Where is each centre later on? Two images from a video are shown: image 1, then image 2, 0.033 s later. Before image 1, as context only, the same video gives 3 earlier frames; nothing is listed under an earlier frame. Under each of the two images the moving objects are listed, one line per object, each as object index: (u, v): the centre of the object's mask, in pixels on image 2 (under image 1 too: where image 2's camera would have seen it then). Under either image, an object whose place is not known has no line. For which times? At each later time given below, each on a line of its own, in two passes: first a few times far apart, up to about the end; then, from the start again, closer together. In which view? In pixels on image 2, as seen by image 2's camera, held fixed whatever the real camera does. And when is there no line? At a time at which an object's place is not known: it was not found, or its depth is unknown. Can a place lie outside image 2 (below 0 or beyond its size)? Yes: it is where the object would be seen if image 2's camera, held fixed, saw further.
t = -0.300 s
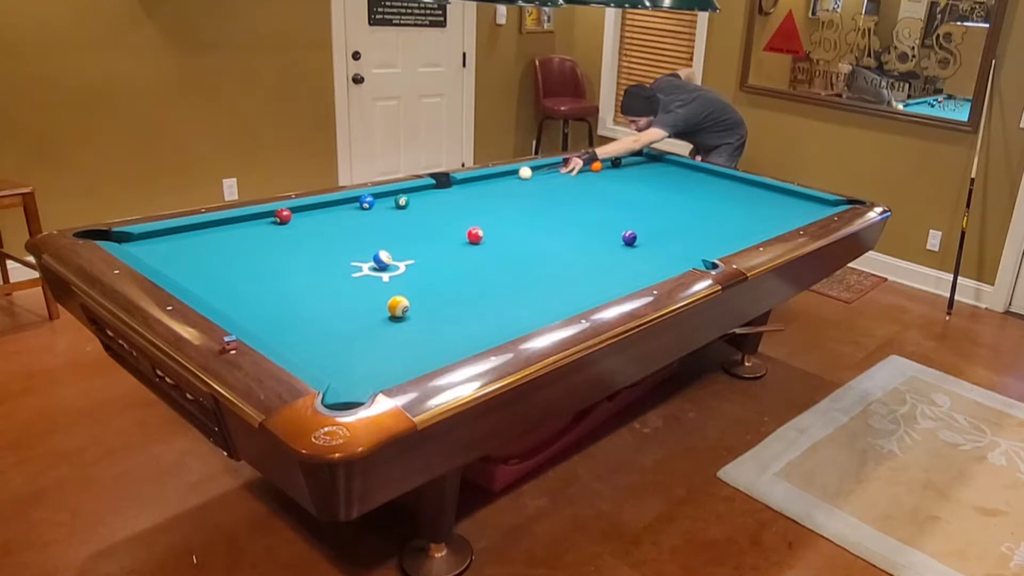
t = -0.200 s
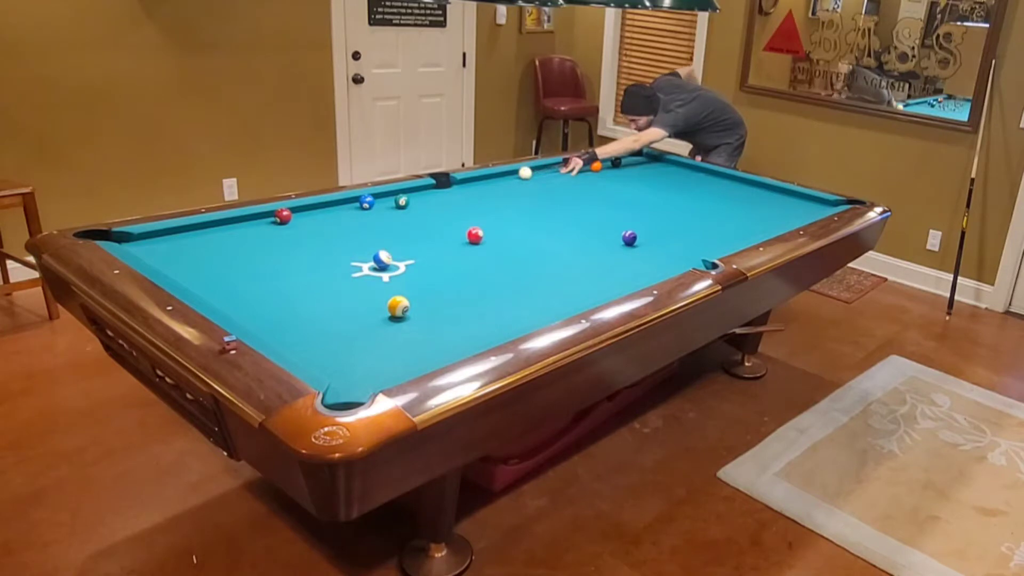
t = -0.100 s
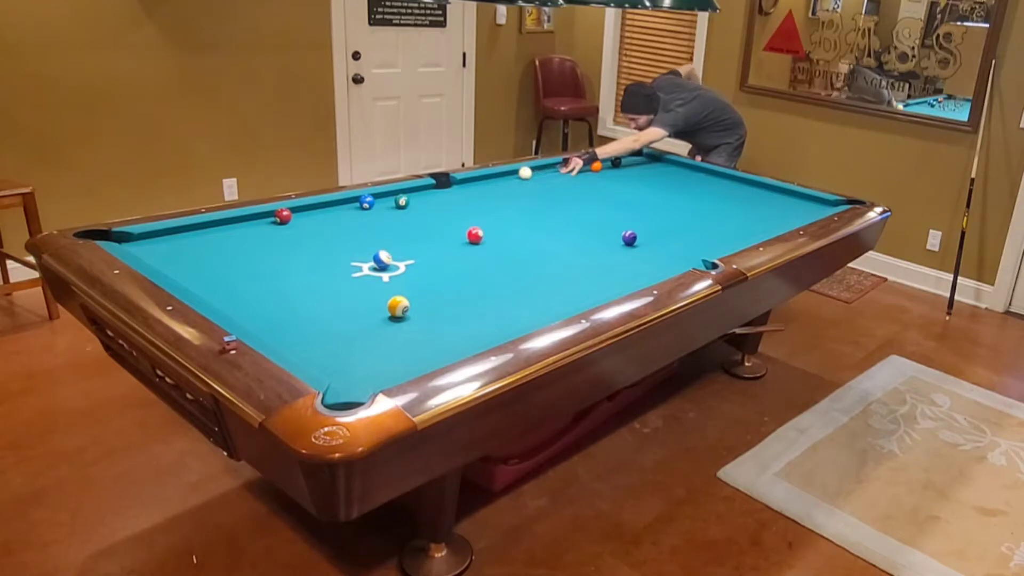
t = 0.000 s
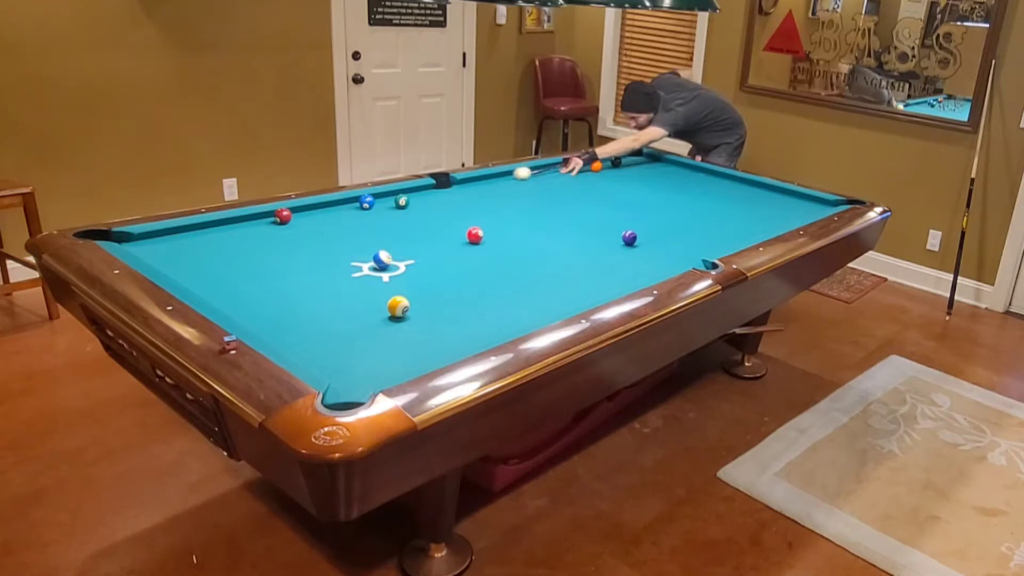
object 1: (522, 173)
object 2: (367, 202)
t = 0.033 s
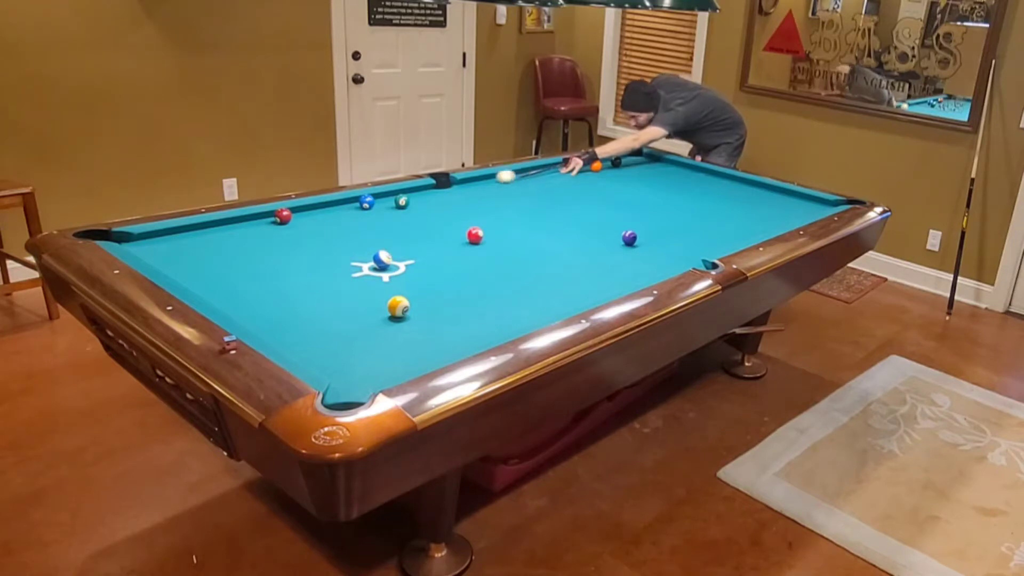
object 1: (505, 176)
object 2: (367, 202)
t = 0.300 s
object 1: (380, 200)
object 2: (347, 205)
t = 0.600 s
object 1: (381, 200)
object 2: (289, 215)
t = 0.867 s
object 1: (381, 201)
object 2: (276, 217)
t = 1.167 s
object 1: (381, 201)
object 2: (263, 218)
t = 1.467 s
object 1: (381, 201)
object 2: (251, 220)
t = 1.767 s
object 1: (381, 201)
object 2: (241, 221)
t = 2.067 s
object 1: (381, 201)
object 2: (235, 221)
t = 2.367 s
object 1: (381, 201)
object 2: (233, 222)
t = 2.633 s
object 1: (381, 201)
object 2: (231, 222)
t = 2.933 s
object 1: (381, 201)
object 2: (230, 222)
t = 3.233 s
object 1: (381, 201)
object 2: (230, 222)
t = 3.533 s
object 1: (381, 201)
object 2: (231, 222)
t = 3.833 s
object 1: (381, 201)
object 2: (231, 222)
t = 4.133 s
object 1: (381, 201)
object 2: (231, 222)
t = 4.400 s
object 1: (381, 201)
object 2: (231, 222)
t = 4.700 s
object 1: (381, 201)
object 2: (231, 222)
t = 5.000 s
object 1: (381, 201)
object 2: (231, 222)
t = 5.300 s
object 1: (381, 201)
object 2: (231, 222)
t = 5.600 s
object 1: (381, 201)
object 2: (231, 222)
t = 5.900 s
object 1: (381, 201)
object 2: (231, 222)
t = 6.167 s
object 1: (381, 201)
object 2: (231, 222)
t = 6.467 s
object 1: (381, 201)
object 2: (231, 222)
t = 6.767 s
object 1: (381, 201)
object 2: (231, 222)
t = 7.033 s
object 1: (381, 201)
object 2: (231, 222)
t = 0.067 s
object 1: (488, 179)
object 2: (367, 202)
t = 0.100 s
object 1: (470, 183)
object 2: (367, 202)
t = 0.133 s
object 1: (453, 186)
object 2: (367, 202)
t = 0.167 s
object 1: (434, 189)
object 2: (367, 202)
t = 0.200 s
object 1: (417, 192)
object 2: (367, 202)
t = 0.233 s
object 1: (397, 194)
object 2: (367, 202)
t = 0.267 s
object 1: (382, 199)
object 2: (366, 202)
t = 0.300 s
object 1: (380, 200)
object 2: (347, 205)
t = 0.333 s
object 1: (380, 200)
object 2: (329, 208)
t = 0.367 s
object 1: (381, 200)
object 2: (310, 212)
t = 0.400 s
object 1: (381, 200)
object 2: (297, 213)
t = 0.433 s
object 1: (381, 200)
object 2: (297, 213)
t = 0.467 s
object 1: (381, 200)
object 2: (296, 214)
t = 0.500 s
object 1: (381, 200)
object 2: (294, 214)
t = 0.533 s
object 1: (381, 200)
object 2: (292, 214)
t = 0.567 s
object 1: (381, 200)
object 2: (290, 214)
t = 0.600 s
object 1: (381, 200)
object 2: (289, 215)
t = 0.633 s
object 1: (381, 200)
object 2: (287, 215)
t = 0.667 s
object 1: (381, 200)
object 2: (285, 215)
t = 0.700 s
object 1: (381, 200)
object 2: (284, 215)
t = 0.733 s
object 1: (381, 201)
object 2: (282, 216)
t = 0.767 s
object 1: (381, 201)
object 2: (281, 216)
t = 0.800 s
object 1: (381, 201)
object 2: (279, 216)
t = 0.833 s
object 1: (381, 201)
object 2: (277, 216)
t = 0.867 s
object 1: (381, 201)
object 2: (276, 217)
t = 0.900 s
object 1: (381, 201)
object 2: (274, 216)
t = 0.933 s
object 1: (381, 201)
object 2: (273, 217)
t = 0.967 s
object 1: (381, 201)
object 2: (272, 217)
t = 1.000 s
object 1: (381, 201)
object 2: (271, 217)
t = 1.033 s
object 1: (381, 201)
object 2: (269, 217)
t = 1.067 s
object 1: (381, 201)
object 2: (267, 217)
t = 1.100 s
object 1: (381, 201)
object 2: (266, 218)
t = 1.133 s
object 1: (381, 201)
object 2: (264, 218)
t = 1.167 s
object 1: (381, 201)
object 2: (263, 218)
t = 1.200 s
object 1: (381, 201)
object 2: (262, 218)
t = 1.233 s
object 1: (381, 201)
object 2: (261, 218)
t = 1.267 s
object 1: (381, 201)
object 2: (259, 218)
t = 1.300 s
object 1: (381, 201)
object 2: (258, 219)
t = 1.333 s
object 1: (381, 201)
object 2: (257, 219)
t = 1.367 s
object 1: (381, 201)
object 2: (255, 218)
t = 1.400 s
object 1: (381, 201)
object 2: (255, 219)
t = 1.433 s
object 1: (381, 201)
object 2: (253, 219)
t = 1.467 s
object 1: (381, 201)
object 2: (251, 220)
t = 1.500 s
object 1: (381, 201)
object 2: (250, 220)
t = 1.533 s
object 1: (381, 201)
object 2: (249, 220)
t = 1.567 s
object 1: (381, 201)
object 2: (248, 220)
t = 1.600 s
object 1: (381, 201)
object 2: (247, 220)
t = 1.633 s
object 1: (381, 201)
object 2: (245, 220)
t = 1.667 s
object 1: (381, 201)
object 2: (245, 220)
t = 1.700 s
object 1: (381, 201)
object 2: (243, 221)
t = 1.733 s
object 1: (381, 201)
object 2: (243, 220)
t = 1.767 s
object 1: (381, 201)
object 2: (241, 221)
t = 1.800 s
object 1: (381, 201)
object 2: (241, 221)
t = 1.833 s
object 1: (381, 201)
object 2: (240, 221)
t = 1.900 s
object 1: (381, 201)
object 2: (239, 221)
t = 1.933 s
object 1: (381, 201)
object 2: (238, 221)
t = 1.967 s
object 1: (381, 201)
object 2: (237, 221)
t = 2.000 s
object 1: (381, 201)
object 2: (236, 221)
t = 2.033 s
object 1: (381, 201)
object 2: (236, 221)
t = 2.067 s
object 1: (381, 201)
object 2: (235, 221)
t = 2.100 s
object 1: (381, 201)
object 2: (235, 221)
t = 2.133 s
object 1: (381, 201)
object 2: (235, 221)
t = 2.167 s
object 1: (381, 201)
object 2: (234, 222)
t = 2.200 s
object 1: (381, 201)
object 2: (234, 222)
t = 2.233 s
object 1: (381, 201)
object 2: (234, 222)
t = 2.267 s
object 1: (381, 201)
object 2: (233, 222)
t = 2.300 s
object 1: (381, 201)
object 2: (233, 222)
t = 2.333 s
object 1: (381, 201)
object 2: (233, 222)
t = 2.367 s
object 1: (381, 201)
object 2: (233, 222)
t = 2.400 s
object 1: (381, 201)
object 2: (232, 222)
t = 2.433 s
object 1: (381, 201)
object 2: (232, 222)
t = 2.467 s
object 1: (381, 201)
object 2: (232, 222)
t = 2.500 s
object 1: (381, 201)
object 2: (232, 222)
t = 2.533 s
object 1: (381, 201)
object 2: (232, 222)
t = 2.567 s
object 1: (381, 201)
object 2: (231, 222)
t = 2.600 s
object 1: (381, 201)
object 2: (231, 222)
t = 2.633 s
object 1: (381, 201)
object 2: (231, 222)
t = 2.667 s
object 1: (381, 201)
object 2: (231, 222)
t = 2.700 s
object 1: (381, 201)
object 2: (231, 222)
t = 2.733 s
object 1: (381, 201)
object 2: (231, 222)
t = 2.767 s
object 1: (381, 201)
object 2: (231, 222)
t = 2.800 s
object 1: (381, 201)
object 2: (231, 222)
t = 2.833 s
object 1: (381, 201)
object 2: (230, 222)
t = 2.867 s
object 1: (381, 201)
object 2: (231, 222)
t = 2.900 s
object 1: (381, 201)
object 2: (230, 222)
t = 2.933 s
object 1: (381, 201)
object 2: (230, 222)
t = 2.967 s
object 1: (381, 201)
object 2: (230, 222)
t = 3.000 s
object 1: (381, 201)
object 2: (230, 222)
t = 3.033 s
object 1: (381, 201)
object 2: (230, 222)
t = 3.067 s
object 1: (381, 201)
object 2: (230, 222)
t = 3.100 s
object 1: (381, 201)
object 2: (230, 222)
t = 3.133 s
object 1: (381, 201)
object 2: (230, 222)
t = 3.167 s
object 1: (381, 201)
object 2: (230, 222)
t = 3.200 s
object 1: (381, 201)
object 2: (230, 222)
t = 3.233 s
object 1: (381, 201)
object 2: (230, 222)
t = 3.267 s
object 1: (381, 201)
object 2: (231, 222)
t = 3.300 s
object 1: (381, 201)
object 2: (231, 222)
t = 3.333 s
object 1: (381, 201)
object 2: (231, 222)
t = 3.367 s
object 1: (381, 201)
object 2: (231, 222)
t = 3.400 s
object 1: (381, 201)
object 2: (231, 222)
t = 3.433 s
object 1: (381, 201)
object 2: (231, 222)
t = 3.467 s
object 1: (381, 201)
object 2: (231, 222)
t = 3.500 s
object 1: (381, 201)
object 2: (231, 222)
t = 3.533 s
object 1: (381, 201)
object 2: (231, 222)
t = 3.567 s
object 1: (381, 201)
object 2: (231, 222)
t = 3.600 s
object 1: (381, 201)
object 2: (231, 222)
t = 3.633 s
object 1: (381, 201)
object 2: (231, 222)
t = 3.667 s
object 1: (381, 201)
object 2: (231, 222)
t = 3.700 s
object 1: (381, 201)
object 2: (231, 222)
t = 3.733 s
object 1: (381, 201)
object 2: (231, 222)
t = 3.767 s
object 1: (381, 201)
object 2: (231, 222)
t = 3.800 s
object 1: (381, 201)
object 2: (231, 222)
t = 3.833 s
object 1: (381, 201)
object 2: (231, 222)
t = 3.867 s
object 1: (381, 201)
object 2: (231, 222)
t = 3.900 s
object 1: (381, 201)
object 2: (231, 222)
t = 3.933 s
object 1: (381, 201)
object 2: (231, 222)
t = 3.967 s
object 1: (381, 201)
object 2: (231, 222)
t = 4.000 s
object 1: (381, 201)
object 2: (231, 222)
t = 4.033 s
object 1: (381, 201)
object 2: (231, 222)
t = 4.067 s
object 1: (381, 201)
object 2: (231, 222)
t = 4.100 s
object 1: (381, 201)
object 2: (231, 222)
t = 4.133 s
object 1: (381, 201)
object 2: (231, 222)
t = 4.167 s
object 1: (381, 201)
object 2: (231, 222)
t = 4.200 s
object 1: (381, 201)
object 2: (231, 222)
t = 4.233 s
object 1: (381, 201)
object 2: (231, 222)
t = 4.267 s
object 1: (381, 201)
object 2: (231, 222)
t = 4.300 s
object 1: (381, 201)
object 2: (231, 222)
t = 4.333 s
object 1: (381, 201)
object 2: (231, 222)
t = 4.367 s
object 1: (381, 201)
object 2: (231, 222)
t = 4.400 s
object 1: (381, 201)
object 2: (231, 222)
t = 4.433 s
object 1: (381, 201)
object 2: (231, 222)
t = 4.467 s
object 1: (381, 201)
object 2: (231, 222)
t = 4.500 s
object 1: (381, 201)
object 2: (231, 222)
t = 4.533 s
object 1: (381, 201)
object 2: (231, 222)
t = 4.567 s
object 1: (381, 201)
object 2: (231, 222)
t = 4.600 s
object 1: (381, 201)
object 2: (231, 222)
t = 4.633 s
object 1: (381, 201)
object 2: (231, 222)
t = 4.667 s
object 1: (381, 201)
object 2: (231, 222)
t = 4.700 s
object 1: (381, 201)
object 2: (231, 222)
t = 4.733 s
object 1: (381, 201)
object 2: (231, 222)
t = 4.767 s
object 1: (381, 201)
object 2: (231, 222)
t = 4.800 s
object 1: (381, 201)
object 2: (231, 222)
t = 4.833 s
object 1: (381, 201)
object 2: (231, 222)
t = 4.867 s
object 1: (381, 201)
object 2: (231, 222)
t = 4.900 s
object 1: (381, 201)
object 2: (231, 222)
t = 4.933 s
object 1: (381, 201)
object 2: (231, 222)
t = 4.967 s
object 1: (381, 201)
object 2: (231, 222)
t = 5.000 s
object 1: (381, 201)
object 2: (231, 222)
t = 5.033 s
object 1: (381, 201)
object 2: (231, 222)
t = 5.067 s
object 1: (381, 201)
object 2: (231, 222)
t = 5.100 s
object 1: (381, 201)
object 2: (231, 222)
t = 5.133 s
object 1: (381, 201)
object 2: (231, 222)
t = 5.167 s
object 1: (381, 201)
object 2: (231, 222)
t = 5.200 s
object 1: (381, 201)
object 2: (231, 222)
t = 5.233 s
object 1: (381, 201)
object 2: (231, 222)
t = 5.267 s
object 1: (381, 201)
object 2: (231, 222)
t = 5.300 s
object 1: (381, 201)
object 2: (231, 222)
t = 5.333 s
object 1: (381, 201)
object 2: (231, 222)
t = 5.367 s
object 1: (381, 201)
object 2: (231, 222)
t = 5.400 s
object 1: (381, 201)
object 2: (231, 222)
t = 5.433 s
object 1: (381, 201)
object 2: (231, 222)
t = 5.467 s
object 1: (381, 201)
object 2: (231, 222)
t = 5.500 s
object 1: (381, 201)
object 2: (231, 222)
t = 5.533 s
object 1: (381, 201)
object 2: (231, 222)
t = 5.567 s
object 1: (381, 201)
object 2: (231, 222)
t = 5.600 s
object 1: (381, 201)
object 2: (231, 222)
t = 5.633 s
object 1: (381, 201)
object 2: (231, 222)
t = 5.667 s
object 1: (381, 201)
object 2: (231, 222)
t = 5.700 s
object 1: (381, 201)
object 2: (231, 222)
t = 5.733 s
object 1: (381, 201)
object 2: (231, 222)
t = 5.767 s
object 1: (381, 201)
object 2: (231, 222)
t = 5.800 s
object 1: (381, 201)
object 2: (231, 222)
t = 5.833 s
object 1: (381, 201)
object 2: (231, 222)
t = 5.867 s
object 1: (381, 201)
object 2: (231, 222)
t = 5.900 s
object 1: (381, 201)
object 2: (231, 222)
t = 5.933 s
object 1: (381, 201)
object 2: (231, 222)
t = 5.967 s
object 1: (381, 201)
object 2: (231, 222)
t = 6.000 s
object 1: (381, 201)
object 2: (231, 222)
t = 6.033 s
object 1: (381, 201)
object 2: (231, 222)
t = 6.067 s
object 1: (381, 201)
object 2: (231, 222)
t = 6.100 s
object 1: (381, 201)
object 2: (231, 222)
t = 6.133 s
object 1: (381, 201)
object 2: (231, 222)
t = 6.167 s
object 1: (381, 201)
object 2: (231, 222)
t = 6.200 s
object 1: (381, 201)
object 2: (231, 222)
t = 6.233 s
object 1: (381, 201)
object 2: (231, 222)
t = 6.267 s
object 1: (381, 201)
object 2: (231, 222)
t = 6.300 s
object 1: (381, 201)
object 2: (231, 222)
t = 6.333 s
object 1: (381, 201)
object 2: (231, 222)
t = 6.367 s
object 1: (381, 201)
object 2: (231, 222)
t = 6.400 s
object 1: (381, 201)
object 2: (231, 222)
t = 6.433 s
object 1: (381, 201)
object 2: (231, 222)
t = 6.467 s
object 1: (381, 201)
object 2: (231, 222)
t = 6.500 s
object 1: (381, 201)
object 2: (231, 222)
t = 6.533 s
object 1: (381, 201)
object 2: (231, 222)
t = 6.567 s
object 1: (381, 201)
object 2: (231, 222)
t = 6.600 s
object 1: (381, 201)
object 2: (231, 222)
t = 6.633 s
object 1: (381, 201)
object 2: (231, 222)
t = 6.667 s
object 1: (381, 201)
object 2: (231, 222)
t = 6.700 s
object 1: (381, 201)
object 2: (231, 222)
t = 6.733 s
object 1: (381, 201)
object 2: (231, 222)
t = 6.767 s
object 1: (381, 201)
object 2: (231, 222)
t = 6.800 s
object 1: (381, 201)
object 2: (231, 222)
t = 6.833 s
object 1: (381, 201)
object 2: (231, 222)
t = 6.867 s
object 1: (381, 201)
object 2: (231, 222)
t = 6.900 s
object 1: (381, 201)
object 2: (231, 222)
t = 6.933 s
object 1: (381, 201)
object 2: (231, 222)
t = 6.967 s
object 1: (381, 201)
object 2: (231, 222)
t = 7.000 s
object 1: (381, 201)
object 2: (231, 222)
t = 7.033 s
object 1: (381, 201)
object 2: (231, 222)
